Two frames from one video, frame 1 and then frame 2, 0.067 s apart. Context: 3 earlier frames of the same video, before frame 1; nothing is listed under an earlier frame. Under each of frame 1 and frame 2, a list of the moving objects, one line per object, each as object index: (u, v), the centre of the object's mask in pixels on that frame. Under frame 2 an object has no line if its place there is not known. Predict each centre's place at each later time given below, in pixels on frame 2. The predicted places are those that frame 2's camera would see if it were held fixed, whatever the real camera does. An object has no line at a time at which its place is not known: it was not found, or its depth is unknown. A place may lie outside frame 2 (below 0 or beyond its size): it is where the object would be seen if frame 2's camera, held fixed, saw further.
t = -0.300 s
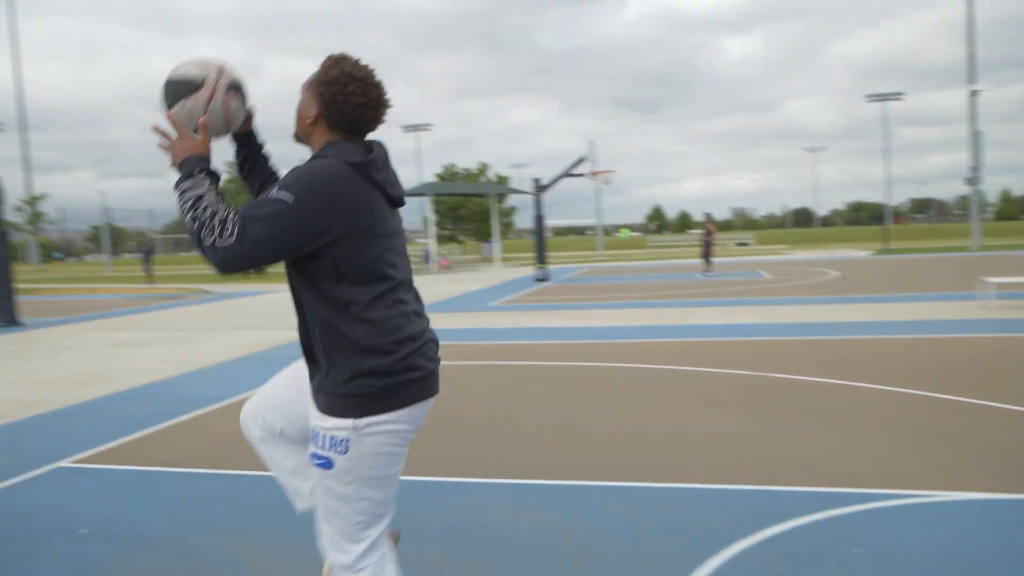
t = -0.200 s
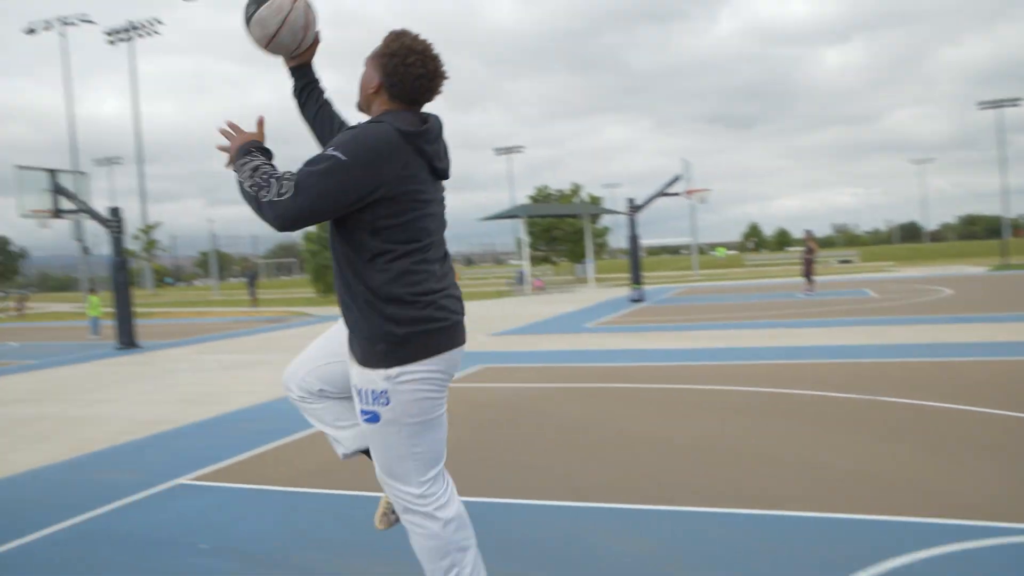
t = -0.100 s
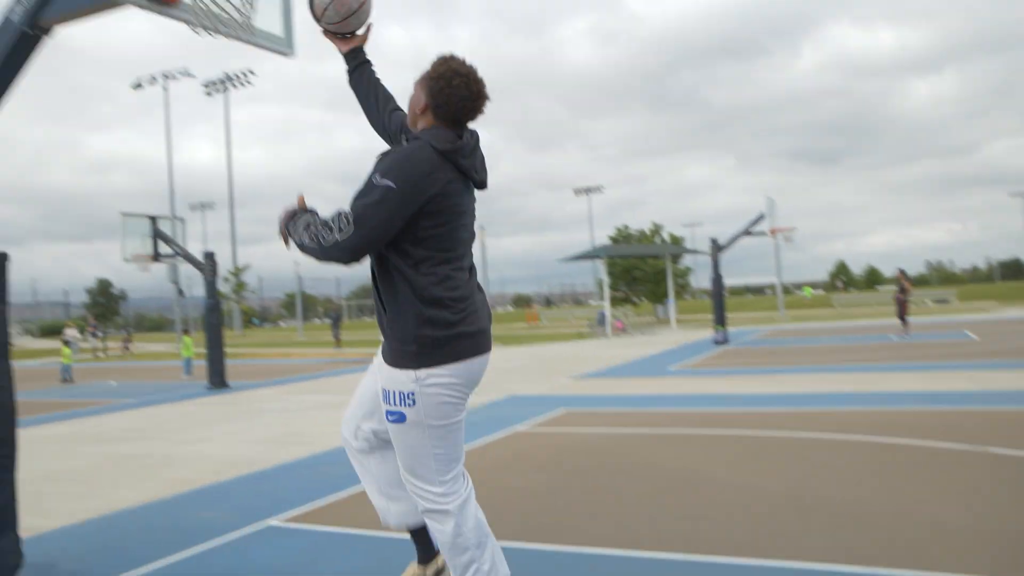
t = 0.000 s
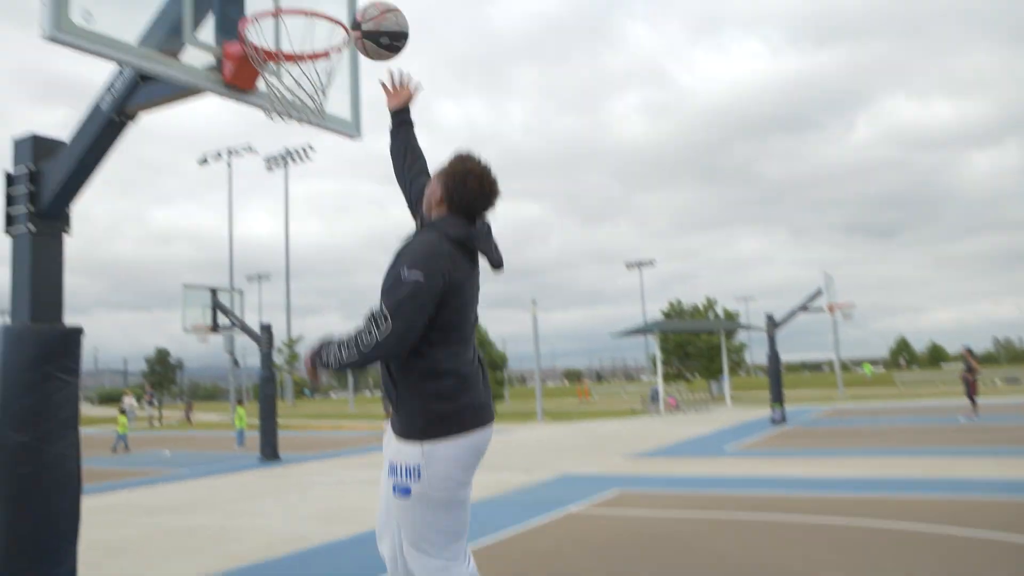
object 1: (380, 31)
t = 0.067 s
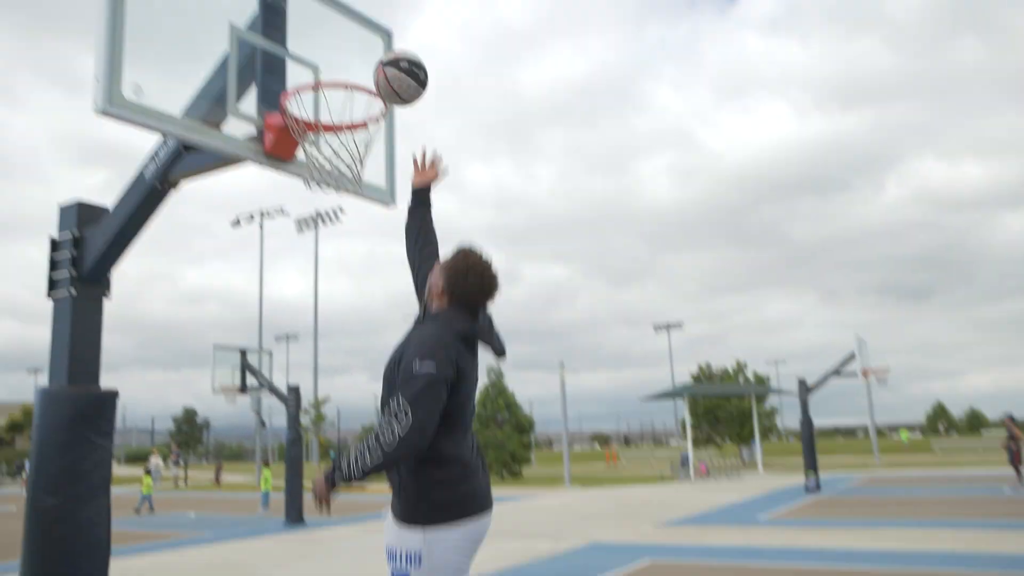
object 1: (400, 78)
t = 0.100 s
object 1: (392, 70)
